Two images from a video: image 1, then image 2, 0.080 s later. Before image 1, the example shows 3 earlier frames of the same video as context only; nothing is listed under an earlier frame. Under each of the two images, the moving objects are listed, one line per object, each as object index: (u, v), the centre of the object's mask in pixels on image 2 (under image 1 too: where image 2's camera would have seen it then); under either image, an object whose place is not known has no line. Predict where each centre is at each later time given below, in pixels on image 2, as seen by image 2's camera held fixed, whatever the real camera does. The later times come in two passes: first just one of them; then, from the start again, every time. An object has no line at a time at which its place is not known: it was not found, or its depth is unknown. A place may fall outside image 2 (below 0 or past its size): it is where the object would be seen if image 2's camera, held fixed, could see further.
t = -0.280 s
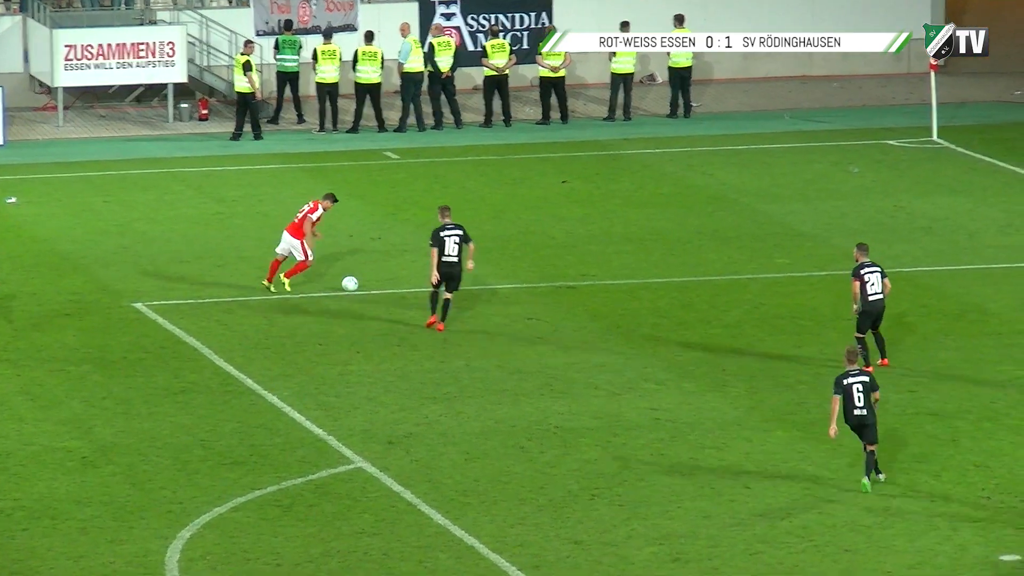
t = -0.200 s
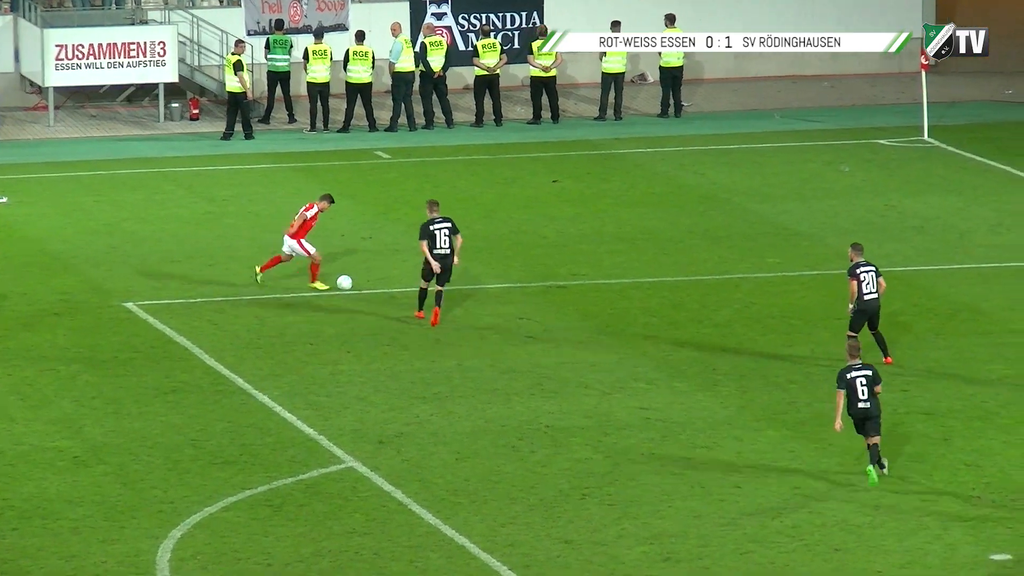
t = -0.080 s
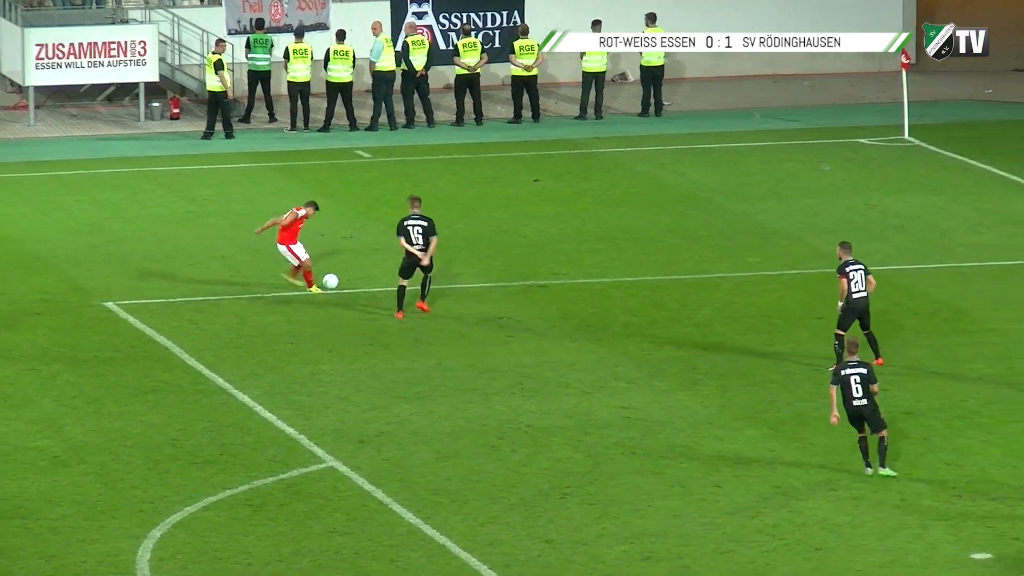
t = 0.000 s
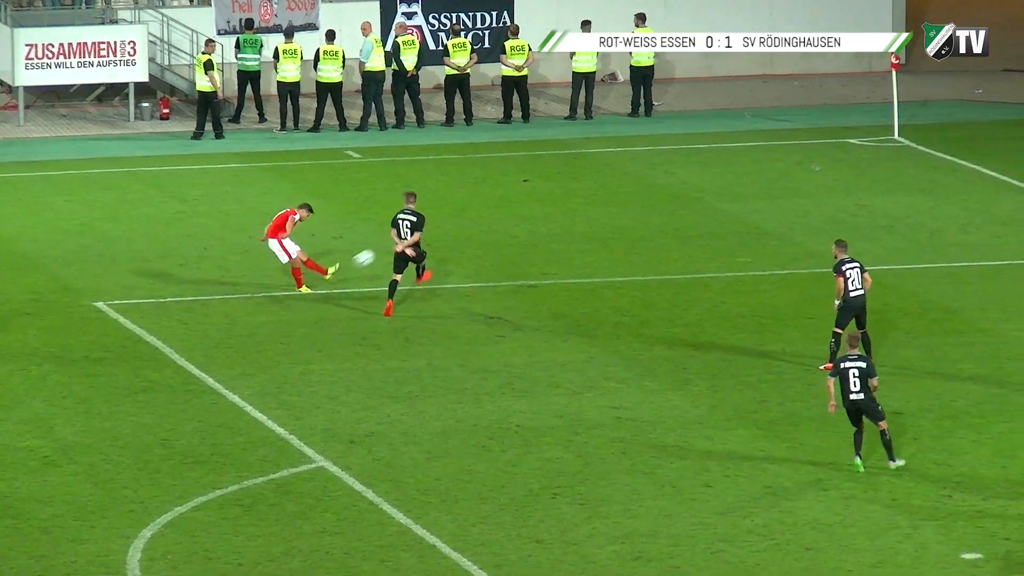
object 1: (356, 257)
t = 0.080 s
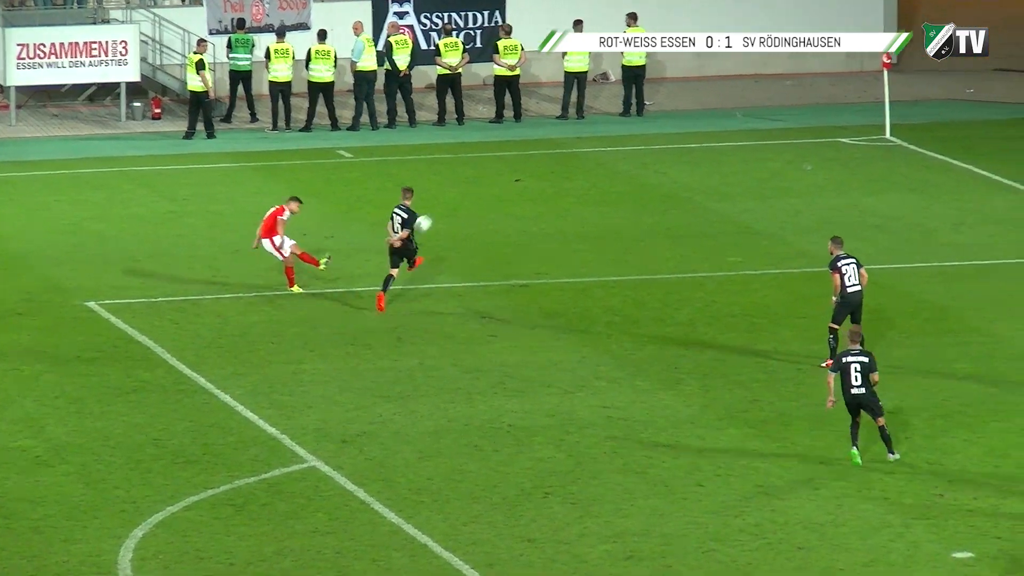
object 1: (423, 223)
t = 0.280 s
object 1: (579, 156)
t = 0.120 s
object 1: (454, 208)
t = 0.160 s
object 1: (486, 194)
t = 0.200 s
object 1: (517, 180)
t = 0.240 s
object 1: (549, 168)
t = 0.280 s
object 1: (579, 156)
